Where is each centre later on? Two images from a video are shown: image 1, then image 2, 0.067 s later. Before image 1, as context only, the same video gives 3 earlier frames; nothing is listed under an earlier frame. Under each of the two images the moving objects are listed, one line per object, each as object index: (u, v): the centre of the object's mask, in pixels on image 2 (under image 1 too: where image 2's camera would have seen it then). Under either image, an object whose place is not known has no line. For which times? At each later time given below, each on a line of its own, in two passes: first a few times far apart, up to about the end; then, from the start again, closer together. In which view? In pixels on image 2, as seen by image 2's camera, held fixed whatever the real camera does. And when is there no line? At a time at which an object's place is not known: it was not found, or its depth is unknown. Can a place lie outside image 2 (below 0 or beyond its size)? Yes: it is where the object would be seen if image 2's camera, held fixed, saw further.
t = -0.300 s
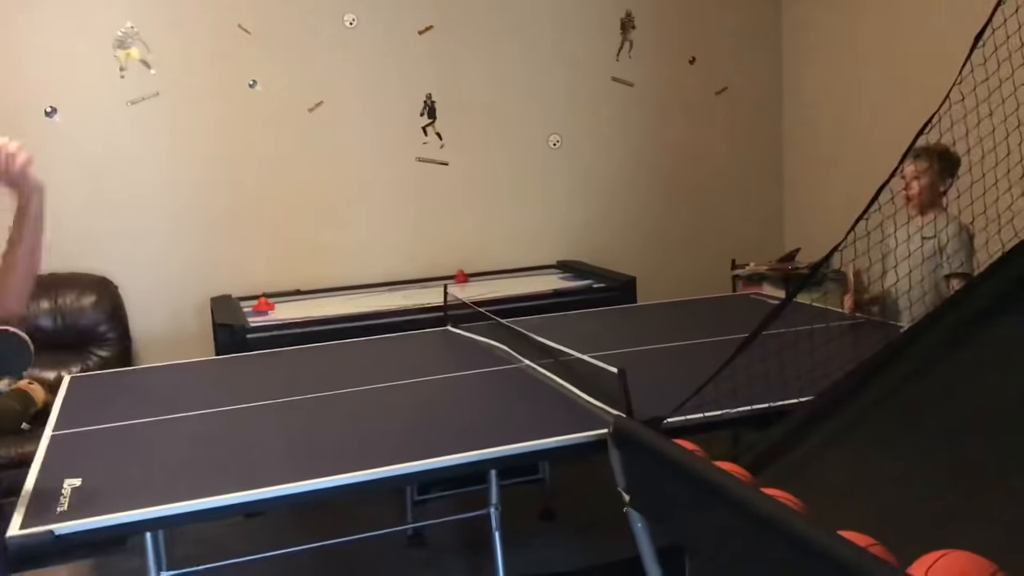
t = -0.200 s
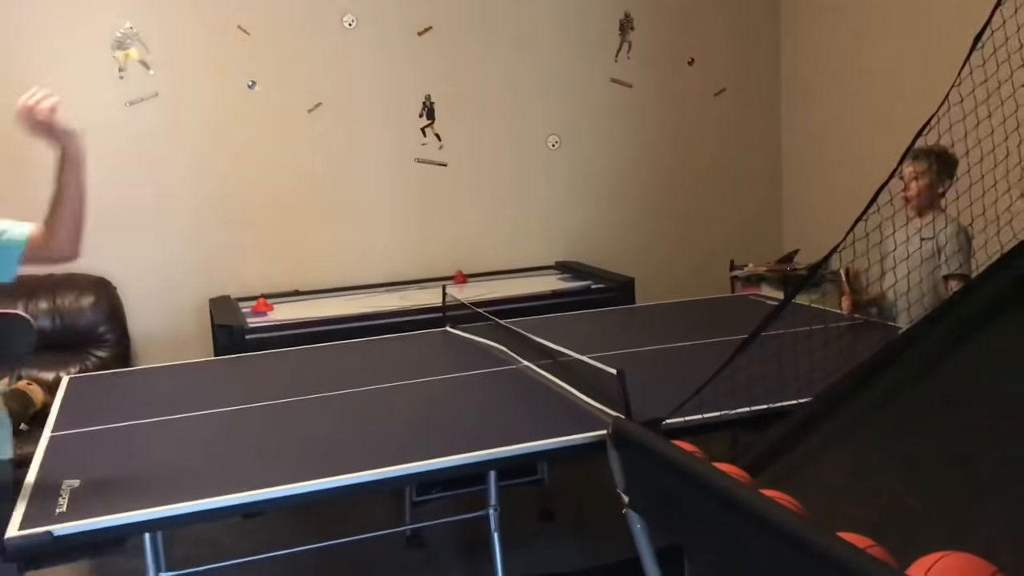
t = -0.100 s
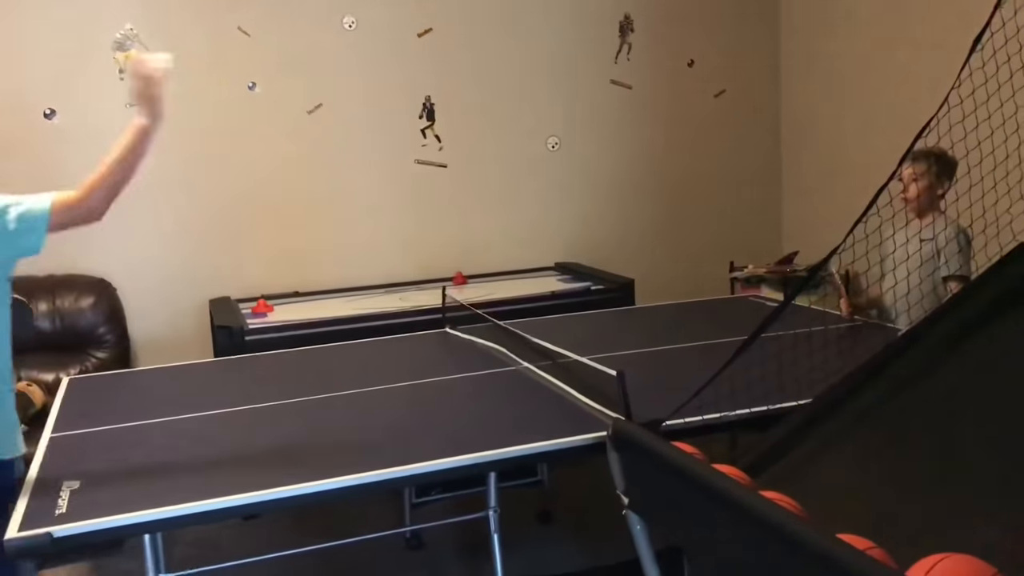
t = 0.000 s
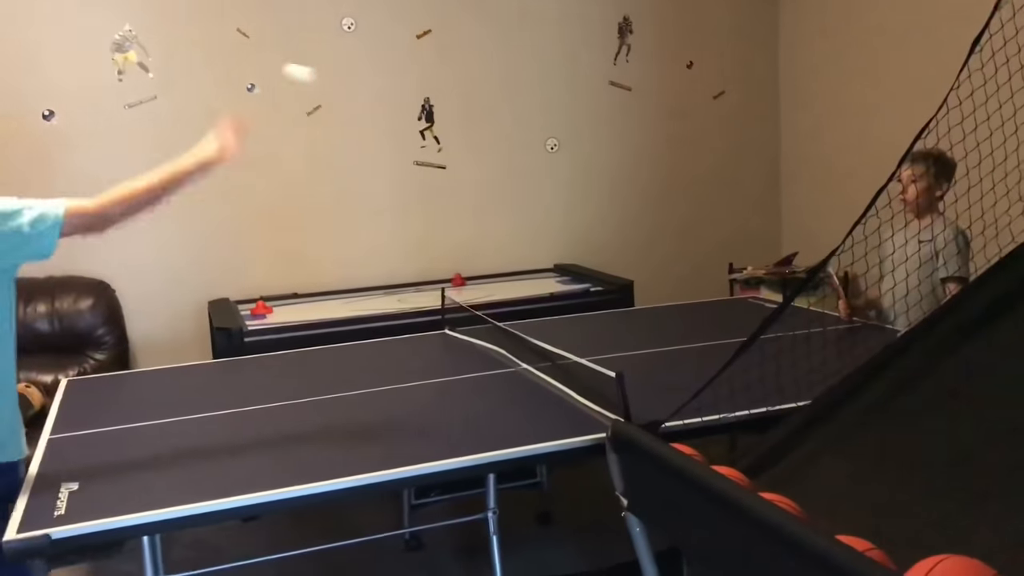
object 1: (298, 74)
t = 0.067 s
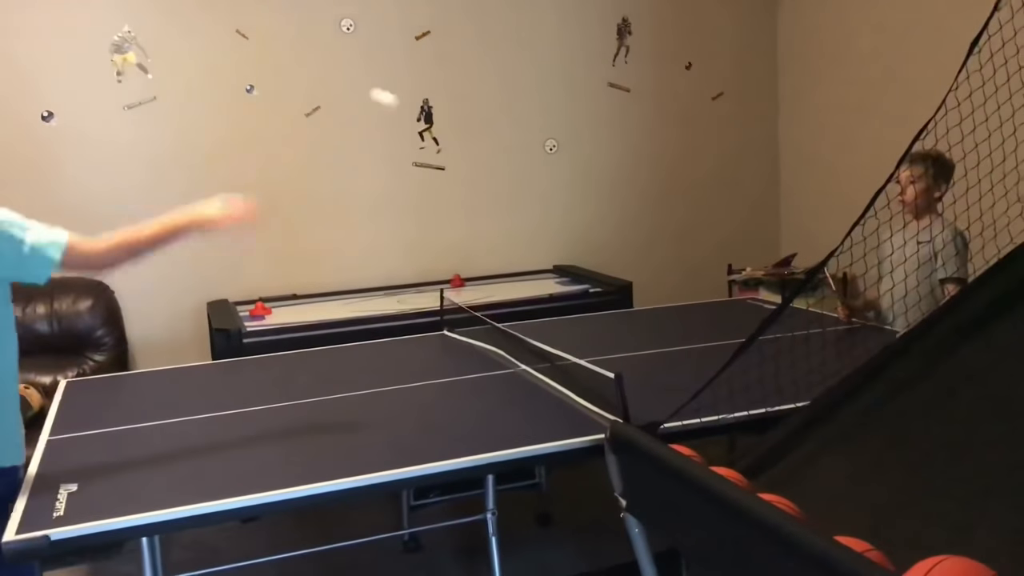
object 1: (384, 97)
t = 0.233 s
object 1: (562, 212)
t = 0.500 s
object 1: (738, 271)
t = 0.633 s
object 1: (786, 225)
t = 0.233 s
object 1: (562, 212)
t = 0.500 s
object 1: (738, 271)
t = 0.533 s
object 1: (751, 256)
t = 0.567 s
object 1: (763, 240)
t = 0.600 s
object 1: (776, 231)
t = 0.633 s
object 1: (786, 225)
